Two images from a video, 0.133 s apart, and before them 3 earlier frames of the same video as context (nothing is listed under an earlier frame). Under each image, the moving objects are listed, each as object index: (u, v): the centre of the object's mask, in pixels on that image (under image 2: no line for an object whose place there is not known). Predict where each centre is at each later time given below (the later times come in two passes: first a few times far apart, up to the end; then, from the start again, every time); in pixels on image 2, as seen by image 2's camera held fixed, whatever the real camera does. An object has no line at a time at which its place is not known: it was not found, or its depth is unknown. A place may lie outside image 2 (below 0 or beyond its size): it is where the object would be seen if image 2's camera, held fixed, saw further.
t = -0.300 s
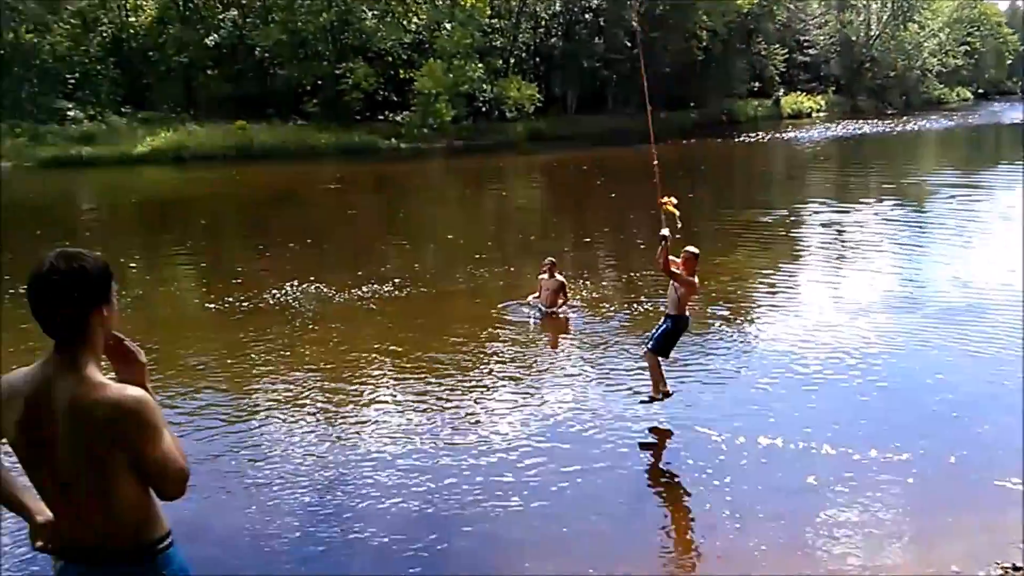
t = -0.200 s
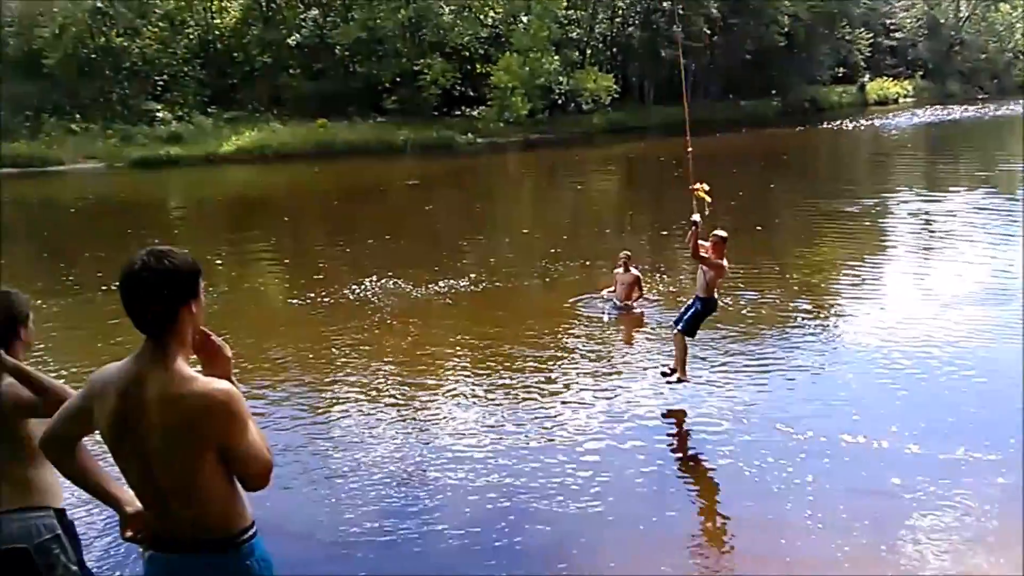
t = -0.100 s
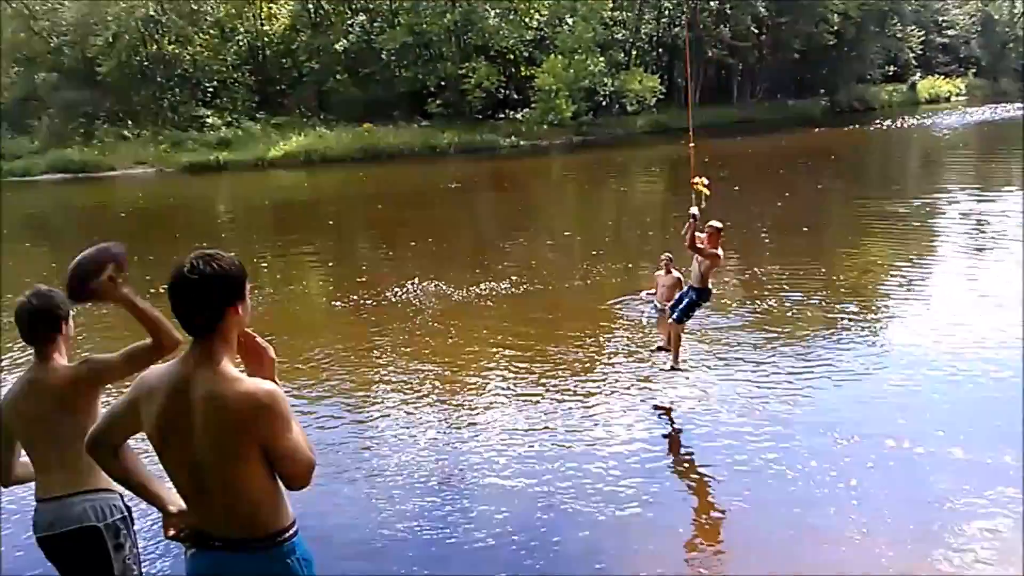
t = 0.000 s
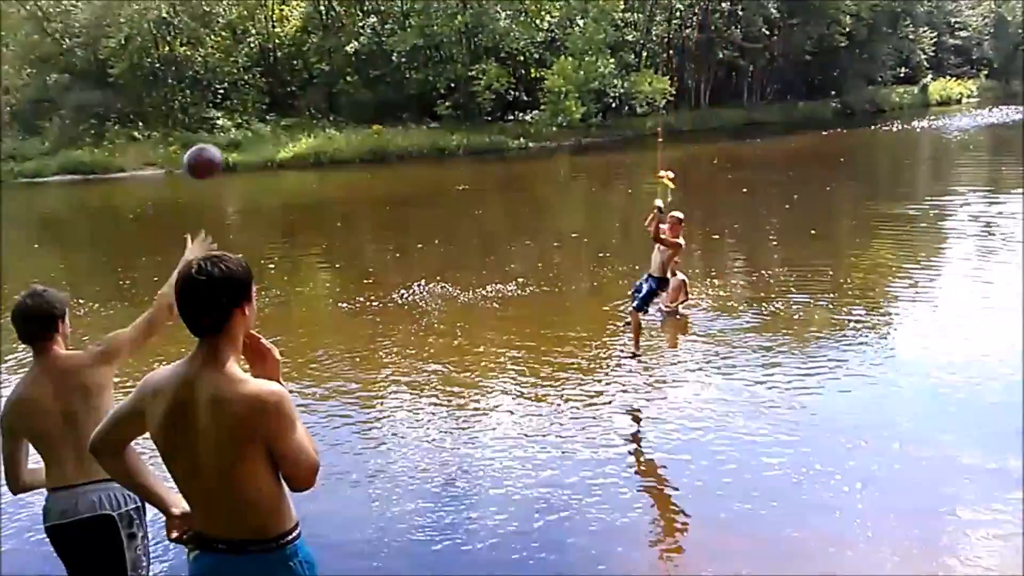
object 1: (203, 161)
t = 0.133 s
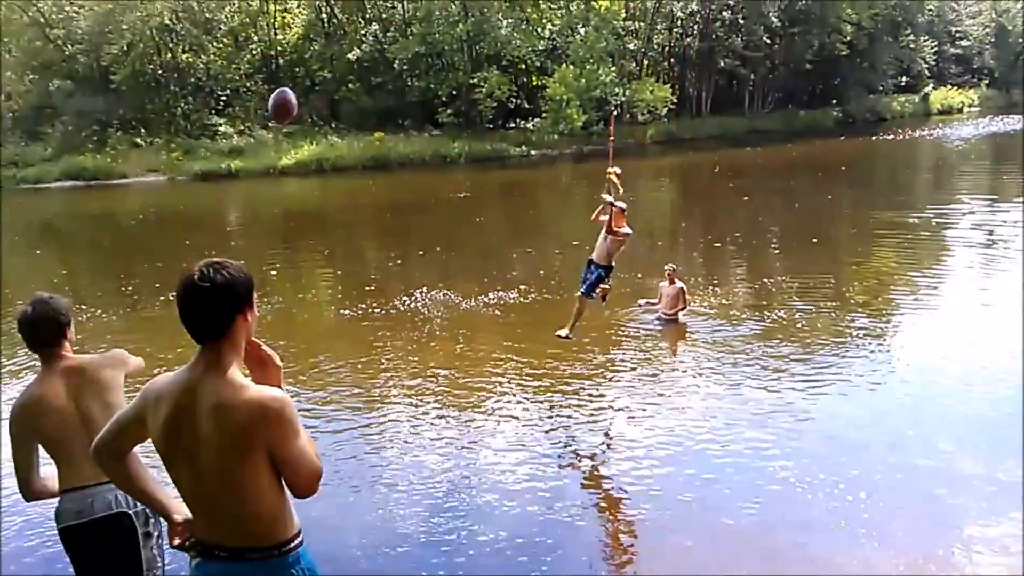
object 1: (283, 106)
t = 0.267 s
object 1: (329, 91)
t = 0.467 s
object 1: (372, 109)
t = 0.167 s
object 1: (296, 98)
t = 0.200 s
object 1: (309, 95)
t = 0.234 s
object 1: (320, 92)
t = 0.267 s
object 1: (329, 91)
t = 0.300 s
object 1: (337, 91)
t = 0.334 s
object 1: (346, 92)
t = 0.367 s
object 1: (353, 95)
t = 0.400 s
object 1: (360, 100)
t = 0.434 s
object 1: (366, 104)
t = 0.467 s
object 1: (372, 109)
